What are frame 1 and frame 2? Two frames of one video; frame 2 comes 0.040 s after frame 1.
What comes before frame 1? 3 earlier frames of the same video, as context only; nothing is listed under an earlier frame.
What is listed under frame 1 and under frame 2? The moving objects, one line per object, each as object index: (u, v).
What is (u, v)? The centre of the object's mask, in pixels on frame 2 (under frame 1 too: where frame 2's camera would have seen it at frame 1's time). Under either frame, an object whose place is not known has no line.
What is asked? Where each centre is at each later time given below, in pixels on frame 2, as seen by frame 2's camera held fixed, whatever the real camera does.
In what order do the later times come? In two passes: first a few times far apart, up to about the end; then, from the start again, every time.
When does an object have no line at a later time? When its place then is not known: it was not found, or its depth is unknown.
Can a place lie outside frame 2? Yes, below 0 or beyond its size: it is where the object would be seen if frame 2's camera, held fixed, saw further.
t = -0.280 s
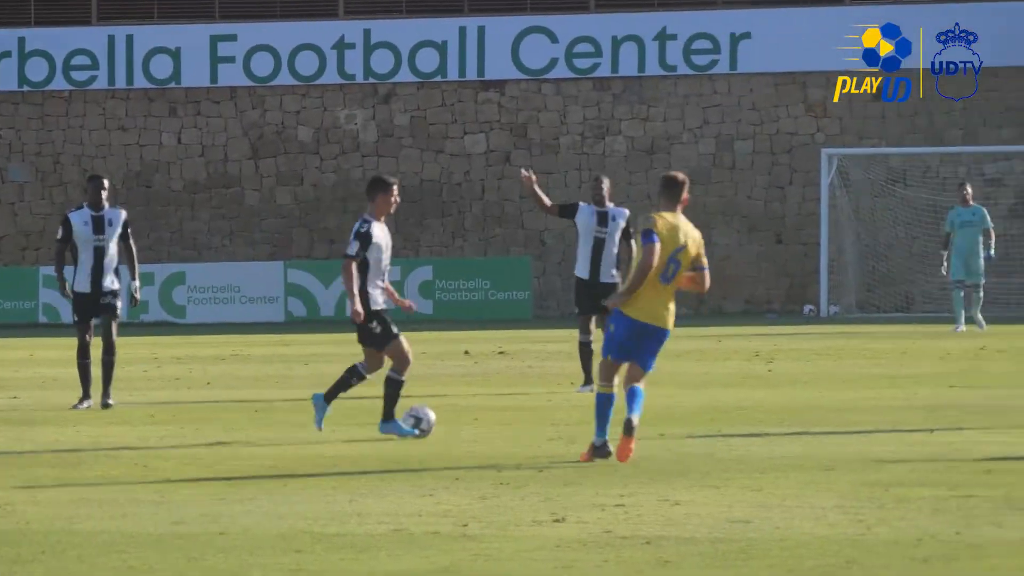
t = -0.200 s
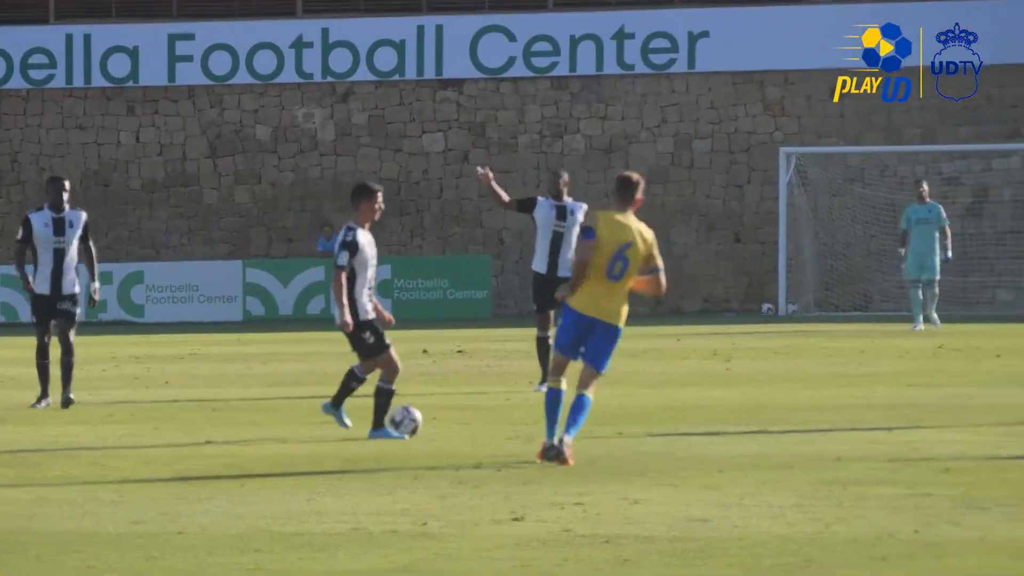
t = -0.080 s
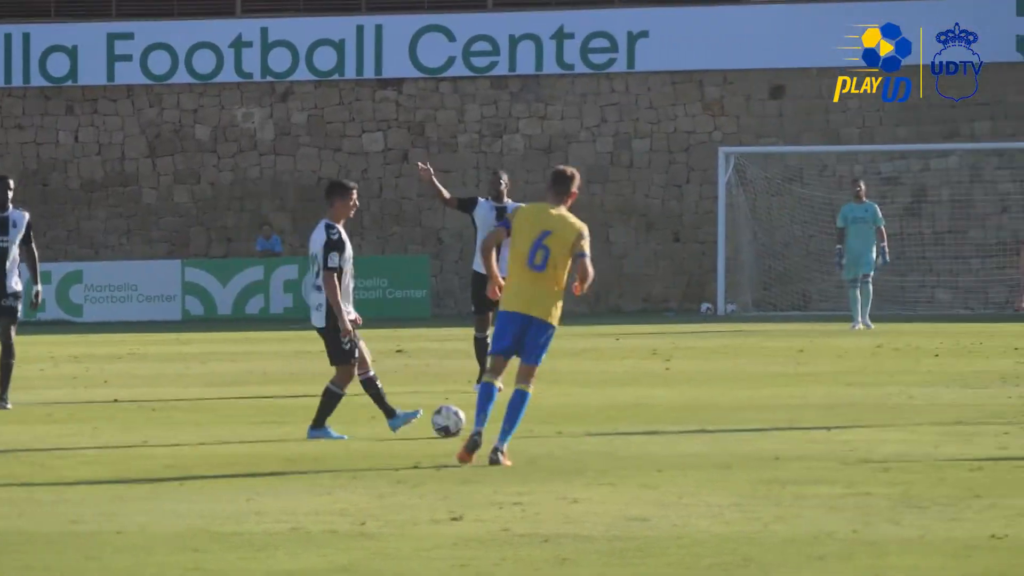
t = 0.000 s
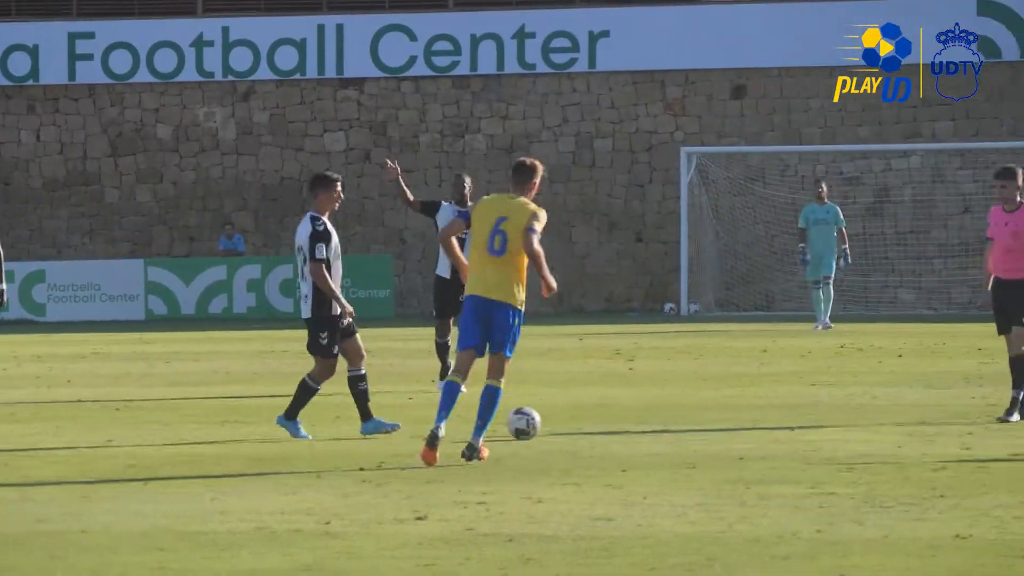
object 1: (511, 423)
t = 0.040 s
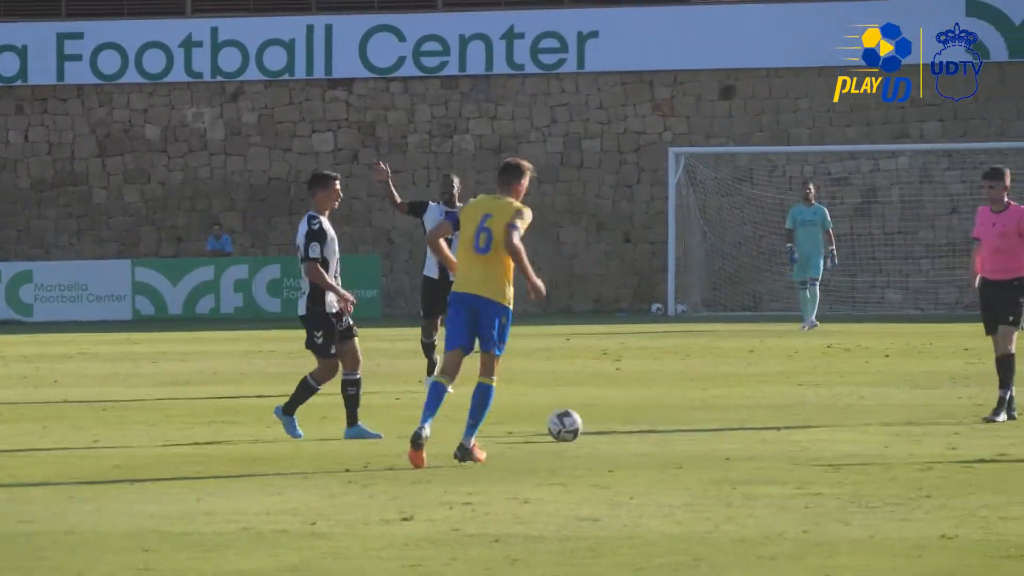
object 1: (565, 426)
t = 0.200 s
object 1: (772, 429)
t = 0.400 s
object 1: (1010, 435)
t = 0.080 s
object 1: (617, 425)
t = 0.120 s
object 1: (669, 424)
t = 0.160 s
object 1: (720, 426)
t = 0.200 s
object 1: (772, 429)
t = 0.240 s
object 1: (823, 433)
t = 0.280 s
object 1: (869, 430)
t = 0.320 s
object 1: (915, 430)
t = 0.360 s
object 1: (962, 430)
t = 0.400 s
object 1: (1010, 435)
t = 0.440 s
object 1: (1056, 438)
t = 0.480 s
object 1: (1098, 432)
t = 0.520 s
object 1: (1141, 431)
